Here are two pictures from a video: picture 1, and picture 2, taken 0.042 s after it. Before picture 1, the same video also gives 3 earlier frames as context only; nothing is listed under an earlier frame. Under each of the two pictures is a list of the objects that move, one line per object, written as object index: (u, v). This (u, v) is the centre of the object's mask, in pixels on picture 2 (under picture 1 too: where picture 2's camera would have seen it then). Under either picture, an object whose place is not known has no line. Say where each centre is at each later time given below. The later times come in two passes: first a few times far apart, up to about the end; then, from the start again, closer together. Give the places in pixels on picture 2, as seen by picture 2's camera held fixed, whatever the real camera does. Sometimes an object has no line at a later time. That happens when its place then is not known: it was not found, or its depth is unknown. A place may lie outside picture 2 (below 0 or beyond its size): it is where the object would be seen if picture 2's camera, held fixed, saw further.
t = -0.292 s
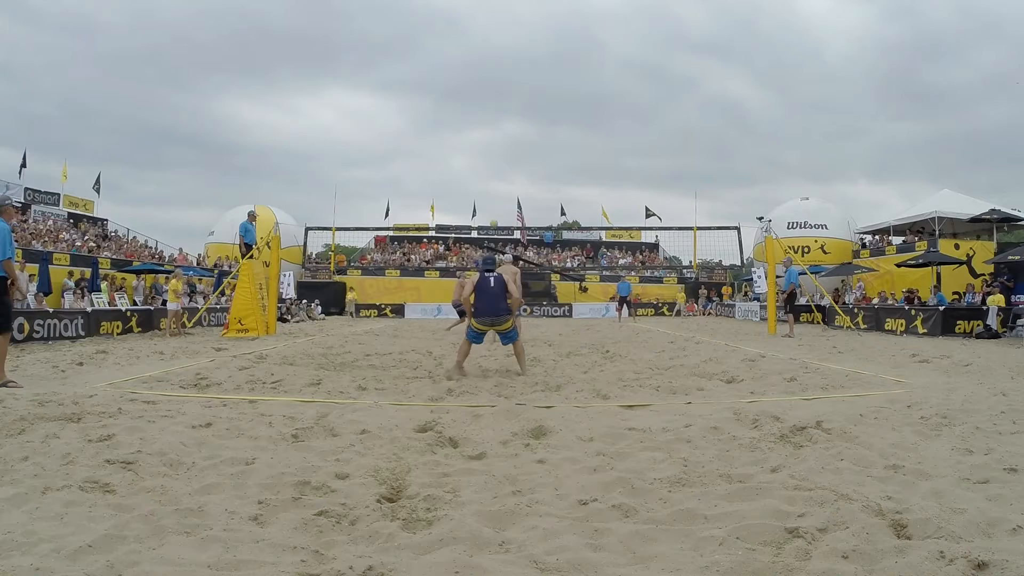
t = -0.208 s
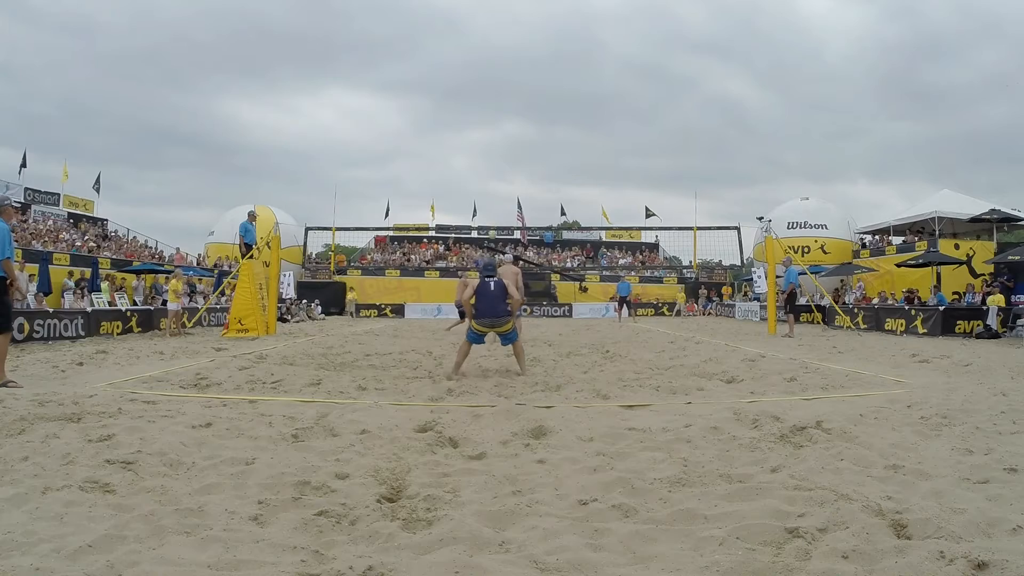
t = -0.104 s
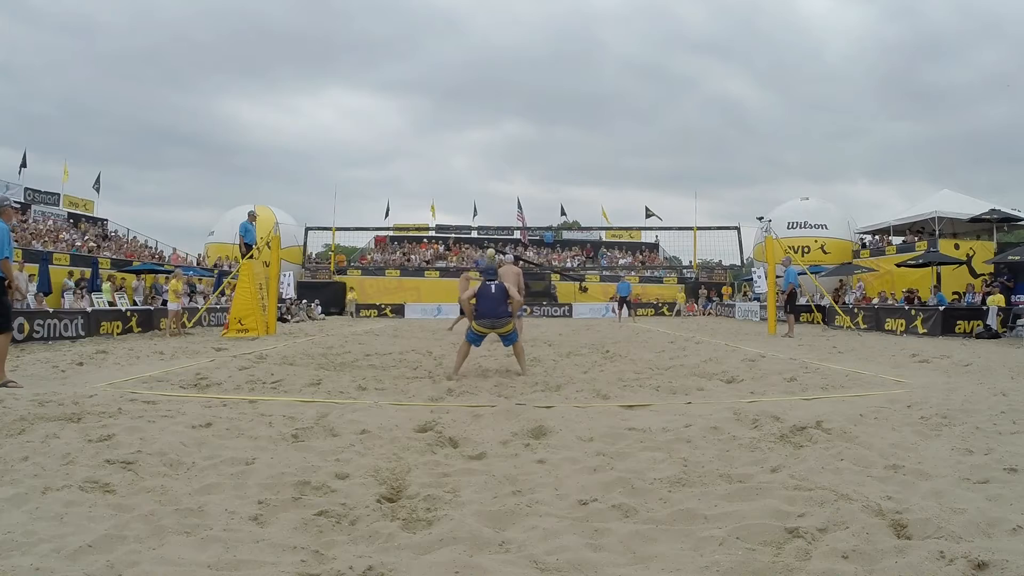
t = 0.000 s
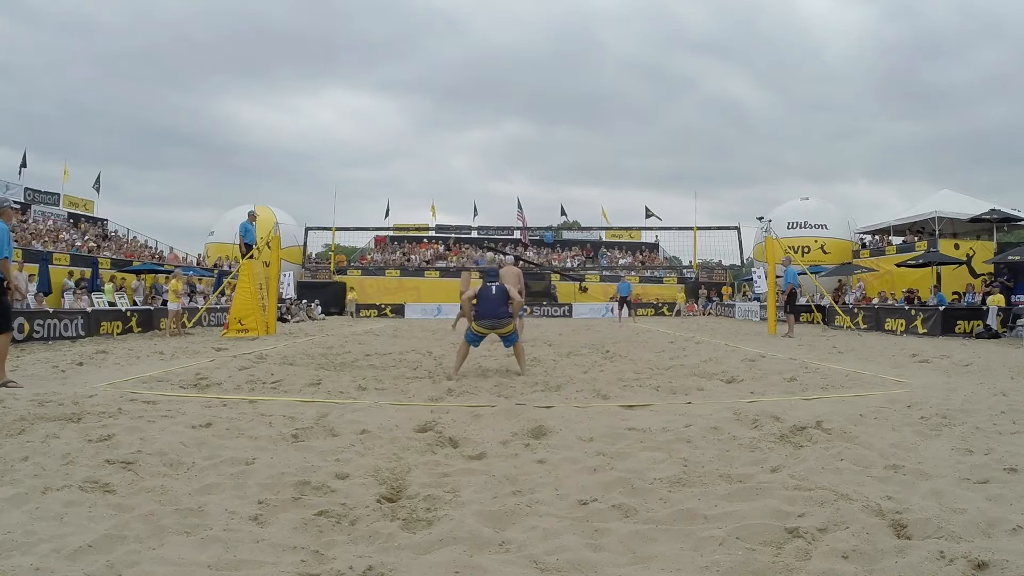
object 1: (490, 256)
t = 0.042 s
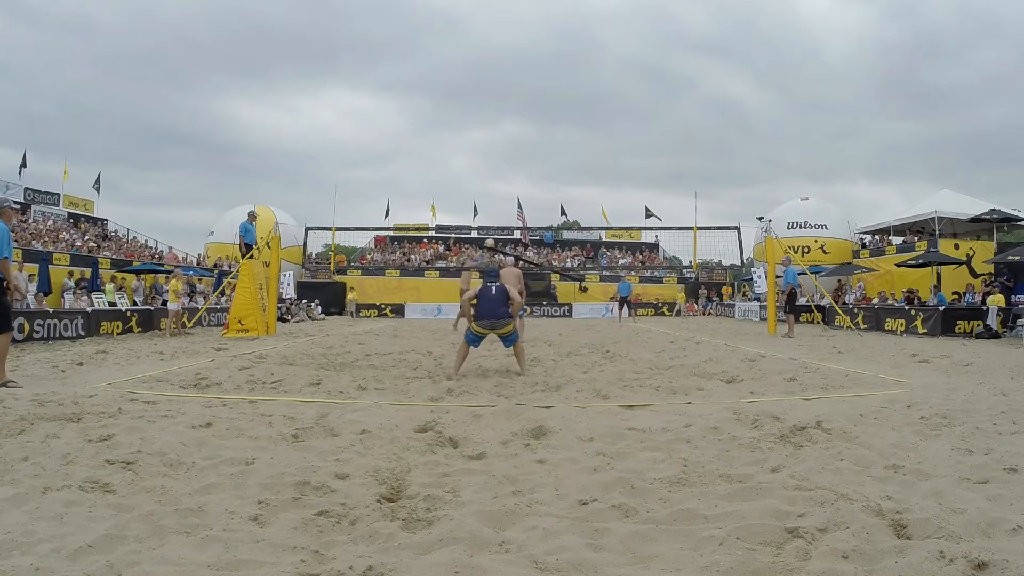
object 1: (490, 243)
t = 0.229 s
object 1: (491, 192)
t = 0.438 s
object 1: (491, 153)
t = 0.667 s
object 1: (491, 130)
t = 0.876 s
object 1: (490, 126)
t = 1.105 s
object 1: (489, 140)
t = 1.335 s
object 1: (487, 174)
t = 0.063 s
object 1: (490, 236)
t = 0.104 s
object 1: (490, 223)
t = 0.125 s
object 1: (490, 218)
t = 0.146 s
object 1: (490, 213)
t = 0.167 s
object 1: (490, 207)
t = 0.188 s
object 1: (490, 202)
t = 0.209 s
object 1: (490, 196)
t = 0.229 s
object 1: (491, 192)
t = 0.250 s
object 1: (491, 187)
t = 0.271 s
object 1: (491, 182)
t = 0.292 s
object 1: (491, 178)
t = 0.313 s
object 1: (491, 174)
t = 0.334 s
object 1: (491, 170)
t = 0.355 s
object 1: (491, 166)
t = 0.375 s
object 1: (491, 163)
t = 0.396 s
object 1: (491, 159)
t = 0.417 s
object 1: (491, 156)
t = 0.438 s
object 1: (491, 153)
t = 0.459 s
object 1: (491, 150)
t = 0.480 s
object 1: (491, 147)
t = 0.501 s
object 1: (491, 144)
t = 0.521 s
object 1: (491, 142)
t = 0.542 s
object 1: (491, 140)
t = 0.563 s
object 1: (491, 138)
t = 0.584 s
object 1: (491, 136)
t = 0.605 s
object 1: (491, 134)
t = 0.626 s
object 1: (491, 132)
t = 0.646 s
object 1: (491, 131)
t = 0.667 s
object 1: (491, 130)
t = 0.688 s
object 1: (491, 129)
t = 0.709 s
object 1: (491, 128)
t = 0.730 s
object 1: (491, 127)
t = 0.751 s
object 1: (491, 127)
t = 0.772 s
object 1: (490, 126)
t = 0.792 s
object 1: (490, 126)
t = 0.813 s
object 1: (490, 126)
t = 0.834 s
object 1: (490, 126)
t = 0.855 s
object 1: (490, 126)
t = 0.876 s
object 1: (490, 126)
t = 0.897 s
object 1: (490, 127)
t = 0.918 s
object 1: (490, 127)
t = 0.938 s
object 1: (490, 128)
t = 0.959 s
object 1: (490, 129)
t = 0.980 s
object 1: (490, 130)
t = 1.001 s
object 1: (489, 131)
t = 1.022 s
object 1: (489, 133)
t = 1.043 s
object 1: (489, 135)
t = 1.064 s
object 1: (489, 136)
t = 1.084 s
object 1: (489, 138)
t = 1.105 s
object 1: (489, 140)
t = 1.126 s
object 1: (489, 142)
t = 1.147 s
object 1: (489, 145)
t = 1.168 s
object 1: (489, 148)
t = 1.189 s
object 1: (488, 150)
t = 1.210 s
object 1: (488, 153)
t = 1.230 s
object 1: (488, 156)
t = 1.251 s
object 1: (488, 160)
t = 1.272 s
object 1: (488, 163)
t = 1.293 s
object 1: (488, 167)
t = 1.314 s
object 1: (487, 170)
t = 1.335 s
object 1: (487, 174)
